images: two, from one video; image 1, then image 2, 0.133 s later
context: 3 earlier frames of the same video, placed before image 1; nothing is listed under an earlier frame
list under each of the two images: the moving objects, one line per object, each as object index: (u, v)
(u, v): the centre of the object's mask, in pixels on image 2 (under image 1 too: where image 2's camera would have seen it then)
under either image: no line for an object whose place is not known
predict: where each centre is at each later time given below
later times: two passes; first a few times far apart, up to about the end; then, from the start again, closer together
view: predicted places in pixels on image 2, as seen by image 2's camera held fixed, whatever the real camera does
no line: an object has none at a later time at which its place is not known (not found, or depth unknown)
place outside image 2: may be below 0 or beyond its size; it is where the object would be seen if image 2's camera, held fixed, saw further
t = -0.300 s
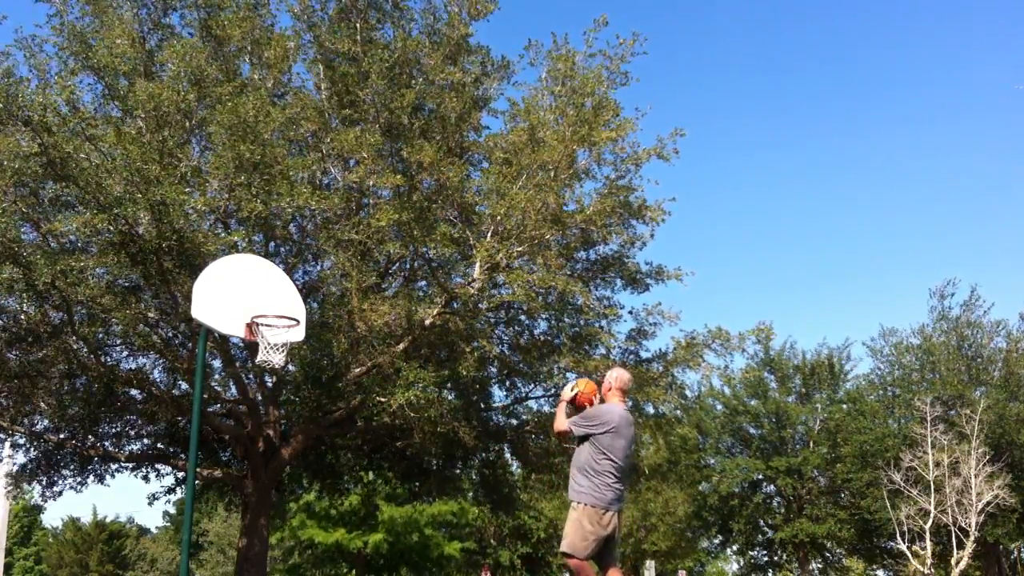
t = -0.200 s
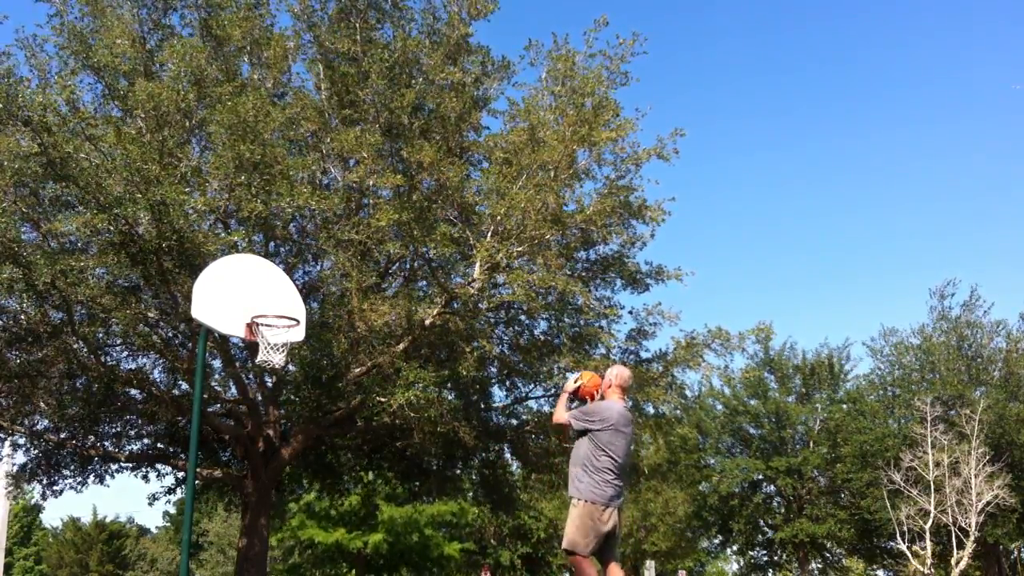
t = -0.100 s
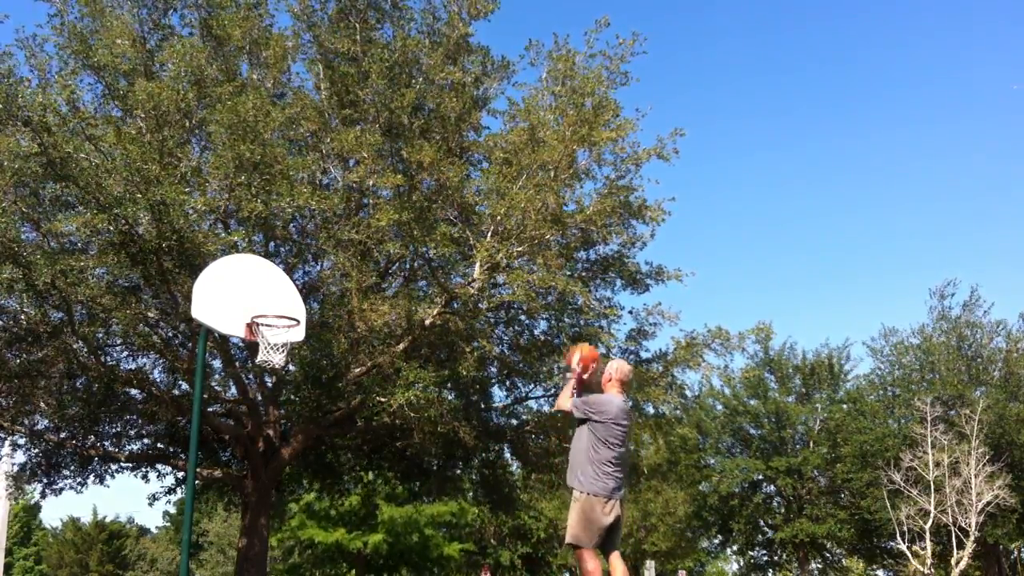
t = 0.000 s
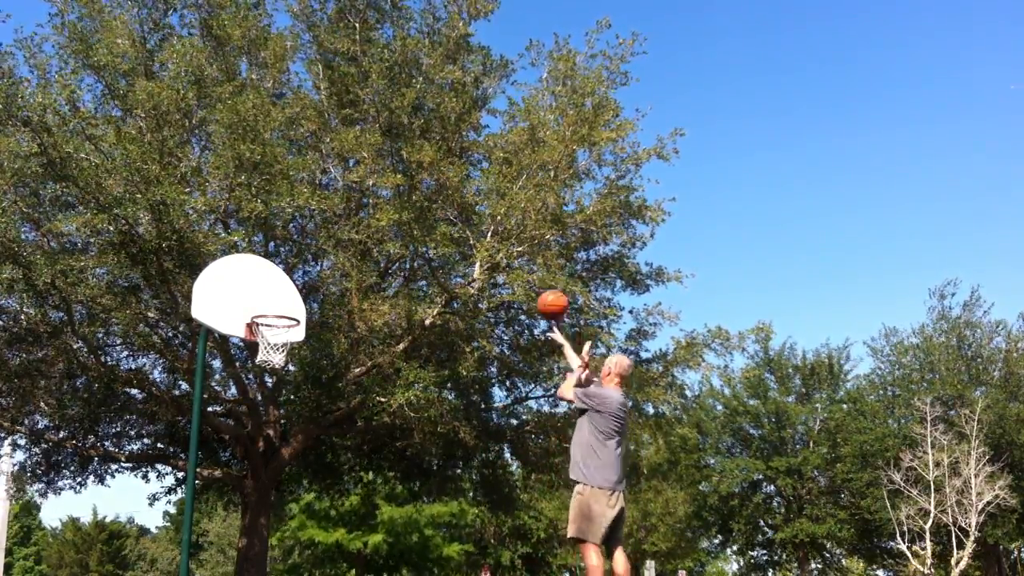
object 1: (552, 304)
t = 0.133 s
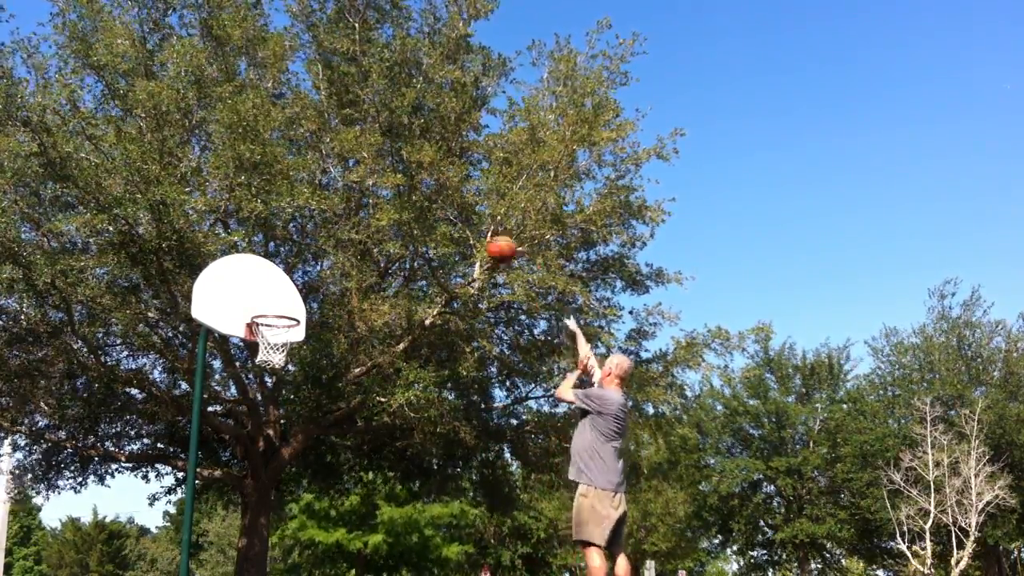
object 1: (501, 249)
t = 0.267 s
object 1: (457, 218)
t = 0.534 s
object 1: (377, 214)
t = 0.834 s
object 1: (299, 290)
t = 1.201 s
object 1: (264, 362)
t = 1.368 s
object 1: (274, 379)
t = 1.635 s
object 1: (280, 484)
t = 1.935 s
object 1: (291, 571)
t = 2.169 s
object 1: (308, 497)
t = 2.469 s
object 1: (330, 477)
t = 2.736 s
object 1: (347, 546)
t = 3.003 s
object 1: (365, 570)
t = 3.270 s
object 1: (380, 532)
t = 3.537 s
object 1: (395, 566)
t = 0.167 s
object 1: (490, 240)
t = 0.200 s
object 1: (478, 230)
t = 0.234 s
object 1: (467, 224)
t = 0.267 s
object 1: (457, 218)
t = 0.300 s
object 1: (446, 213)
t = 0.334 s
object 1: (436, 210)
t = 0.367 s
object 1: (425, 208)
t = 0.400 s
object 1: (415, 206)
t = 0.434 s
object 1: (405, 208)
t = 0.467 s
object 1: (396, 208)
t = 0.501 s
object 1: (386, 211)
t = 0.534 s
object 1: (377, 214)
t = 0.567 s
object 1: (368, 219)
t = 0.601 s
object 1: (359, 224)
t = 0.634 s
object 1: (350, 230)
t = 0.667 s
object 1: (341, 237)
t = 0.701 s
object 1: (332, 246)
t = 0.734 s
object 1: (323, 255)
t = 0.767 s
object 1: (316, 266)
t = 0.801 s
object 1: (307, 277)
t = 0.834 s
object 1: (299, 290)
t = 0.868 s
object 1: (291, 303)
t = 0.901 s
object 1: (282, 317)
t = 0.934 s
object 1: (274, 329)
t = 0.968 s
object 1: (270, 336)
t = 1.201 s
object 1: (264, 362)
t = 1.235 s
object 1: (268, 364)
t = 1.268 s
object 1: (270, 364)
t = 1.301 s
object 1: (271, 366)
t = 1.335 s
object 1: (273, 372)
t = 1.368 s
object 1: (274, 379)
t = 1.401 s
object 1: (275, 388)
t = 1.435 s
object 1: (275, 399)
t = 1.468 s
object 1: (276, 410)
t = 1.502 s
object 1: (277, 422)
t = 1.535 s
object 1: (278, 435)
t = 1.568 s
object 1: (279, 451)
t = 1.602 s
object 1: (279, 467)
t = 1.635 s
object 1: (280, 484)
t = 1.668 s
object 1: (281, 504)
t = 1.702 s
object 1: (281, 524)
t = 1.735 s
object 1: (281, 546)
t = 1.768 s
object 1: (281, 567)
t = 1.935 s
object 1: (291, 571)
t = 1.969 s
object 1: (294, 562)
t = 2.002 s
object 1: (296, 549)
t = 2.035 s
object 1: (299, 535)
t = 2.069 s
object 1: (301, 524)
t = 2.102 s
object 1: (303, 513)
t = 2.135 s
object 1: (306, 505)
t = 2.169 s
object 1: (308, 497)
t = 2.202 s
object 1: (311, 490)
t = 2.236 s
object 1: (313, 485)
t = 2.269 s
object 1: (316, 480)
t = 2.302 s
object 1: (318, 477)
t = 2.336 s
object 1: (320, 476)
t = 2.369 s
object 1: (322, 476)
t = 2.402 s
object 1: (325, 475)
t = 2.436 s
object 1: (328, 476)
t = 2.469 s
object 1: (330, 477)
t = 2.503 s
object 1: (333, 483)
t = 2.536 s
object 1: (334, 487)
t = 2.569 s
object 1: (337, 494)
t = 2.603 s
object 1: (339, 501)
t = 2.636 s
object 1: (341, 510)
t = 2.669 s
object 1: (343, 521)
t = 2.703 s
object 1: (345, 533)
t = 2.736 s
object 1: (347, 546)
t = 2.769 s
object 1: (349, 561)
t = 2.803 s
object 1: (352, 571)
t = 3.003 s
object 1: (365, 570)
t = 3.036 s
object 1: (367, 565)
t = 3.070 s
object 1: (369, 557)
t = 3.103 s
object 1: (371, 550)
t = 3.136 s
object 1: (373, 544)
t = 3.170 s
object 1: (375, 539)
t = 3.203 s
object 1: (377, 535)
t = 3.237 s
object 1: (379, 532)
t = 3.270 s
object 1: (380, 532)
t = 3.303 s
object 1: (382, 531)
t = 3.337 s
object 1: (384, 531)
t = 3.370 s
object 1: (385, 534)
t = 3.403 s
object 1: (386, 538)
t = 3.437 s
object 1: (389, 543)
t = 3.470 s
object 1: (391, 550)
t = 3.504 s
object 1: (393, 558)
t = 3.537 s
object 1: (395, 566)
